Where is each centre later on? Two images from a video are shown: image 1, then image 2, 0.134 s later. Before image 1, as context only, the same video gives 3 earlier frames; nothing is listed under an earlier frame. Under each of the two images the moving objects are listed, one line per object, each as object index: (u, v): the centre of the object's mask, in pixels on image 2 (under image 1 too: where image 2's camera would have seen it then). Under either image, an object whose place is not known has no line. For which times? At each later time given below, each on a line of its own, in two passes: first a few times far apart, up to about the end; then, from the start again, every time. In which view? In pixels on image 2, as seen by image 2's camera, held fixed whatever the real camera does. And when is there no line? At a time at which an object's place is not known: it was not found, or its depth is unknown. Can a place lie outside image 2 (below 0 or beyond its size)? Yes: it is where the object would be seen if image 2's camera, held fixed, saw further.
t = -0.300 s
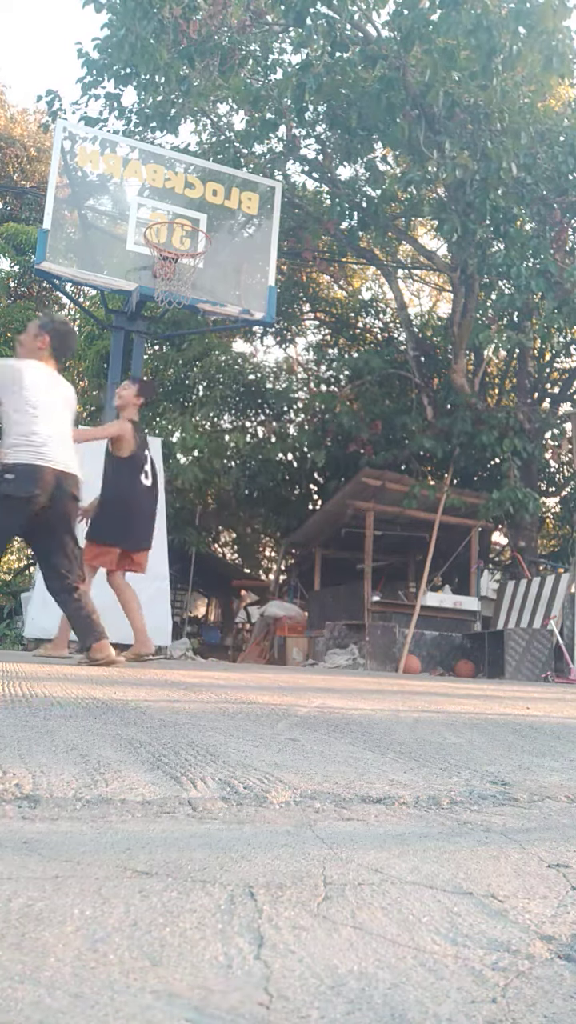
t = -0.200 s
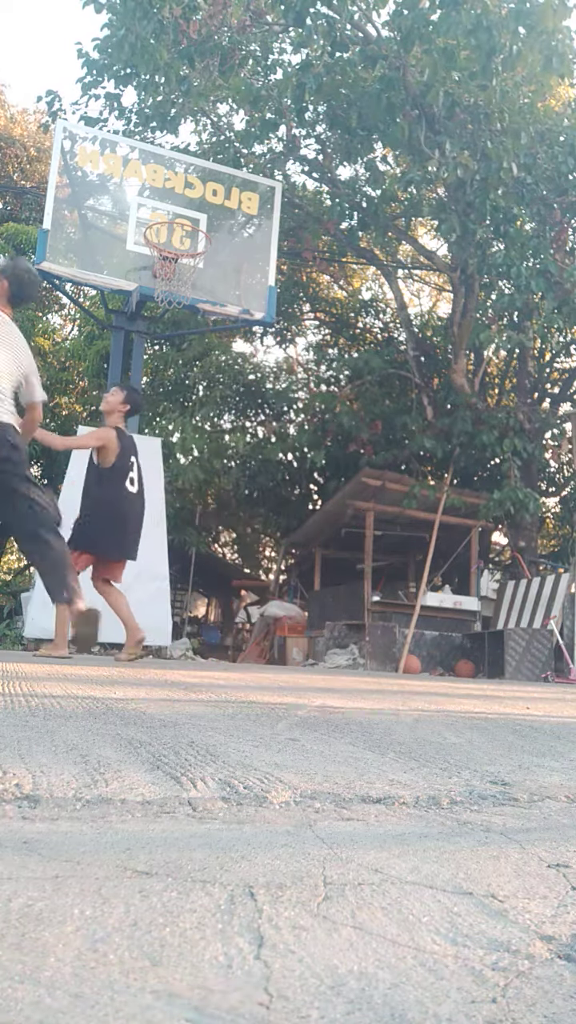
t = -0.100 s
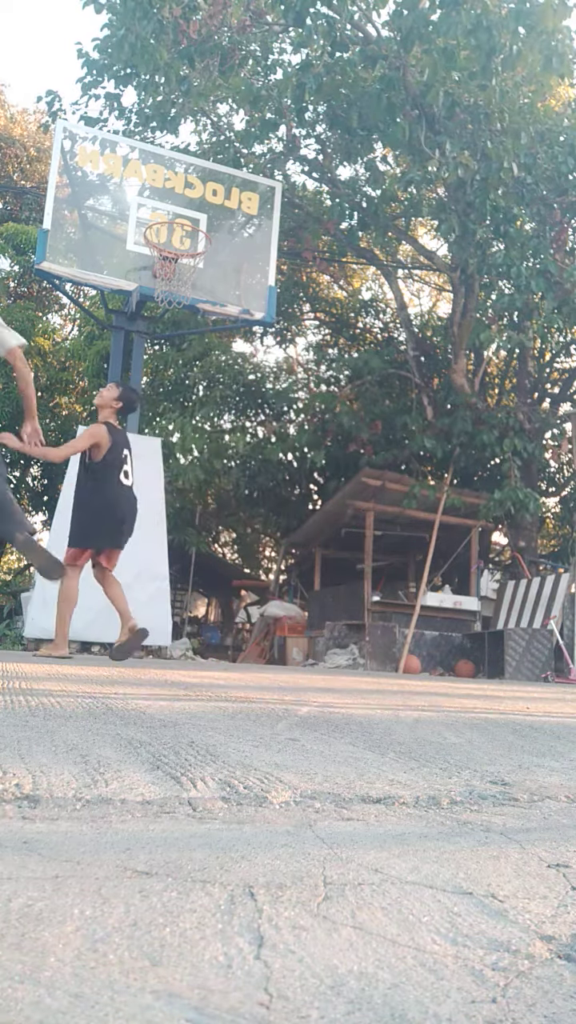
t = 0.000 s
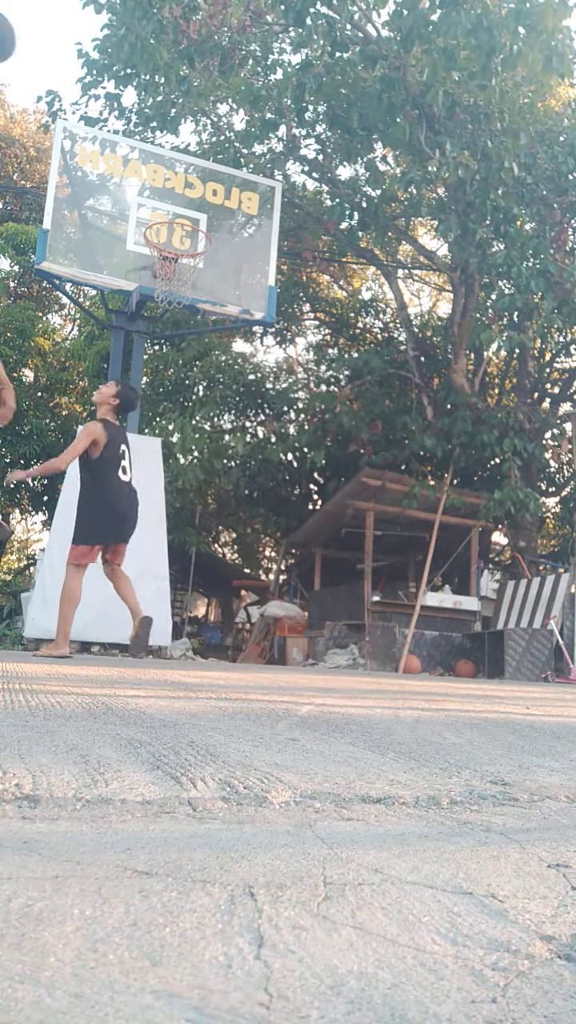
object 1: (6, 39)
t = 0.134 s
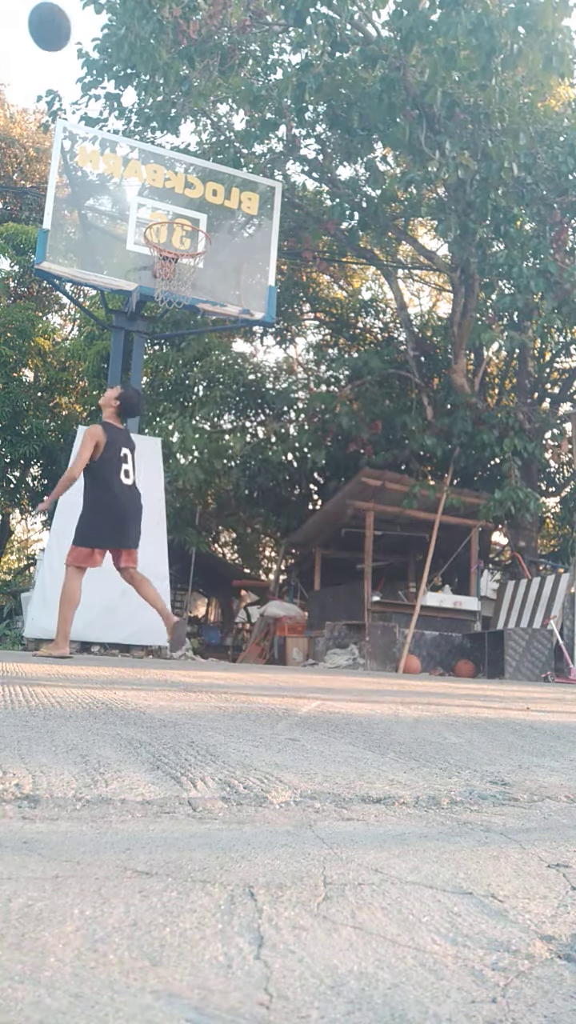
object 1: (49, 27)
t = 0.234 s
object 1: (84, 38)
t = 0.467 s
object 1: (141, 106)
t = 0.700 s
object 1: (184, 215)
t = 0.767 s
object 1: (187, 231)
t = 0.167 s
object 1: (62, 29)
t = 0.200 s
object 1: (73, 33)
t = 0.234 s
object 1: (84, 38)
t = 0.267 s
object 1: (96, 45)
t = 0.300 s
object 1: (101, 53)
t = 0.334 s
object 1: (111, 61)
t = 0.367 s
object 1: (117, 71)
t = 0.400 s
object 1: (128, 82)
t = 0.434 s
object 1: (135, 93)
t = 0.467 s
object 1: (141, 106)
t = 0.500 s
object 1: (150, 119)
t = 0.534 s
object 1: (155, 133)
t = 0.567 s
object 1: (162, 150)
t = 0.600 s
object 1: (168, 166)
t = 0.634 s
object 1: (172, 184)
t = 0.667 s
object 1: (177, 202)
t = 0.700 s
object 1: (184, 215)
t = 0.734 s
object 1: (187, 240)
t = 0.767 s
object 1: (187, 231)
